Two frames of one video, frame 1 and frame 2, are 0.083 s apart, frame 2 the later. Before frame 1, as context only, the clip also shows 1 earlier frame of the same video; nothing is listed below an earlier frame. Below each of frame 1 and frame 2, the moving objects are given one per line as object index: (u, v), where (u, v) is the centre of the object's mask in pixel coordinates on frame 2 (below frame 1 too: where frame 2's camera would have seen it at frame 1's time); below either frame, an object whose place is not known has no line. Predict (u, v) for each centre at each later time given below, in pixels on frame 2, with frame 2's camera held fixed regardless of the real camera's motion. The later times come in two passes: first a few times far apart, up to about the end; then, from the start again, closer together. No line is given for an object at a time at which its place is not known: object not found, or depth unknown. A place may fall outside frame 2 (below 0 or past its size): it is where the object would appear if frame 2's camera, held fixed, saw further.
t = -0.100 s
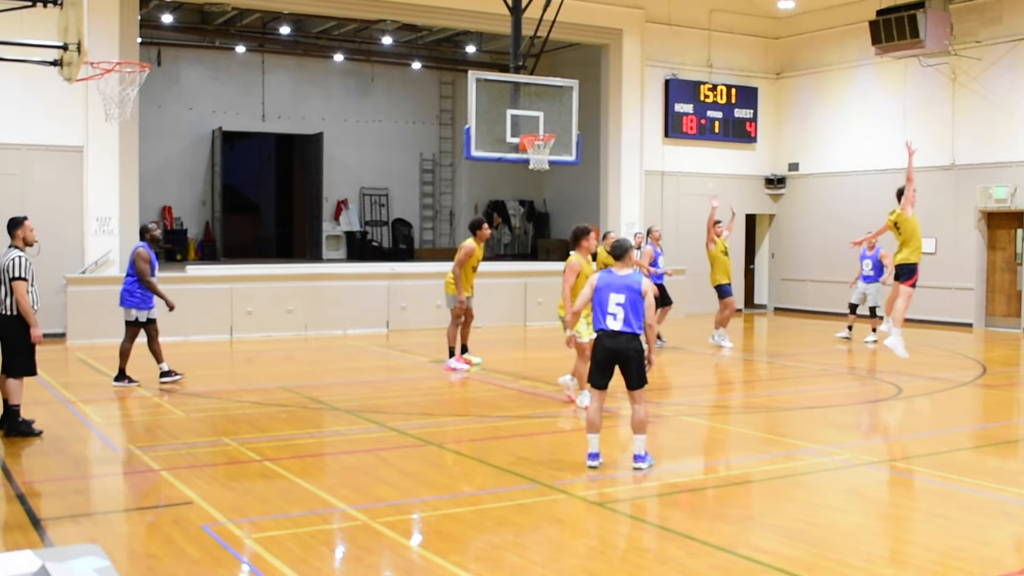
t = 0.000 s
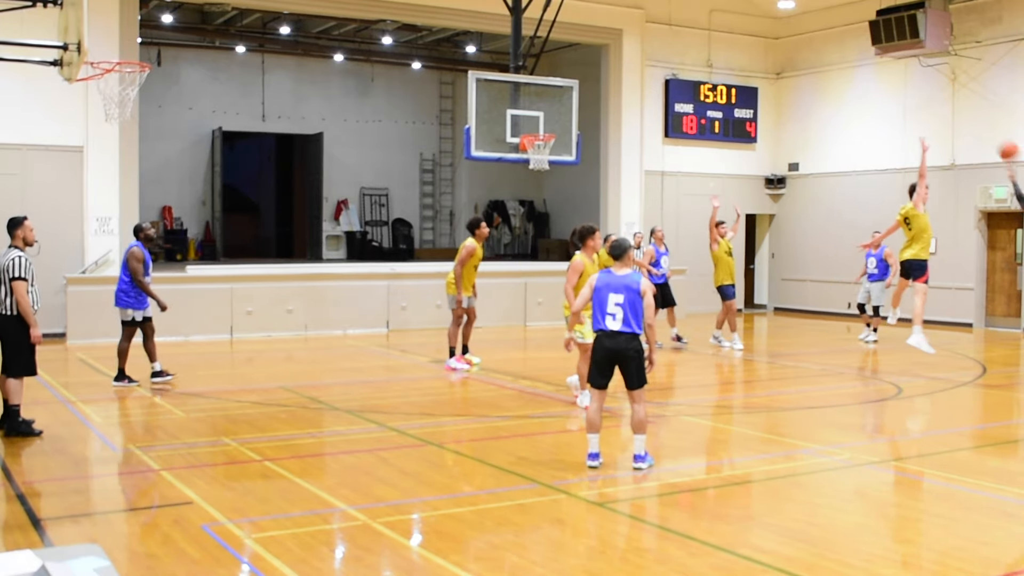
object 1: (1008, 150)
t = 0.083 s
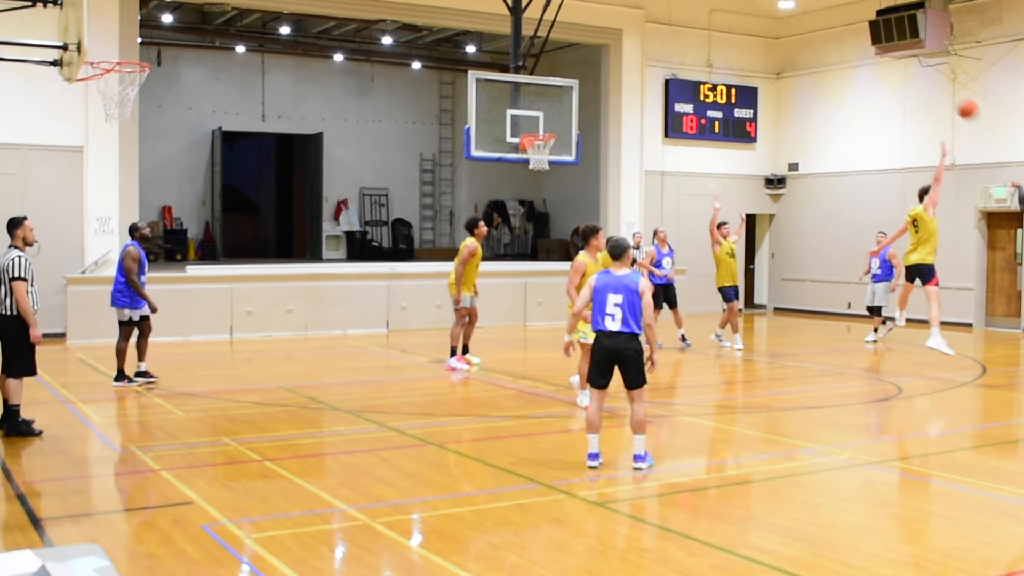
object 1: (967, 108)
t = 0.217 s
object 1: (903, 56)
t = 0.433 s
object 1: (810, 9)
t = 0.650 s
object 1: (724, 5)
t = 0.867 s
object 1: (645, 29)
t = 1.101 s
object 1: (569, 92)
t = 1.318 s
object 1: (547, 162)
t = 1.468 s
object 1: (569, 196)
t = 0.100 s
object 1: (959, 101)
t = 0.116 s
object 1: (951, 94)
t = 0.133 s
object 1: (943, 87)
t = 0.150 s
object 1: (935, 80)
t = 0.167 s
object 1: (927, 74)
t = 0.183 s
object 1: (919, 68)
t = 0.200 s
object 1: (911, 63)
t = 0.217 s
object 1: (903, 56)
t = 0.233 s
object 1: (896, 51)
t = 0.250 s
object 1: (888, 46)
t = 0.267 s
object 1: (882, 42)
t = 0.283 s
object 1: (874, 38)
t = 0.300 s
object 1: (867, 33)
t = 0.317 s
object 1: (859, 29)
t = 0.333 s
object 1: (852, 26)
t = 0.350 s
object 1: (844, 22)
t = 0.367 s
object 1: (837, 19)
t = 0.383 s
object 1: (830, 16)
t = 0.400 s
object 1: (823, 14)
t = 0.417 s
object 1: (816, 11)
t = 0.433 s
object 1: (810, 9)
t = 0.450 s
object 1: (803, 8)
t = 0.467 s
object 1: (797, 8)
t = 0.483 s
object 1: (789, 7)
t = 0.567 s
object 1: (755, 4)
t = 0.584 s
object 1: (748, 4)
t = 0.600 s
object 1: (742, 4)
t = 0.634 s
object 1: (729, 4)
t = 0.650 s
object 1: (724, 5)
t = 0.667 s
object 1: (717, 5)
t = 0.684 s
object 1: (712, 6)
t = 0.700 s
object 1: (706, 6)
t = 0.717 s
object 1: (699, 7)
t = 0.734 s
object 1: (693, 8)
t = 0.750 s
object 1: (687, 10)
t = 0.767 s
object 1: (681, 12)
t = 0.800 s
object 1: (669, 17)
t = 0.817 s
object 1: (663, 19)
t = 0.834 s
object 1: (657, 22)
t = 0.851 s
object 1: (651, 25)
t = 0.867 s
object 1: (645, 29)
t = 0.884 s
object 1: (640, 32)
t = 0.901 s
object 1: (634, 35)
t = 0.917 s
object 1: (629, 39)
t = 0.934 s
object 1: (623, 43)
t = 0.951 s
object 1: (617, 47)
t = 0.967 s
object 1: (612, 51)
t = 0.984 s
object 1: (606, 56)
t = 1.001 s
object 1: (601, 60)
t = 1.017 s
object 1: (596, 65)
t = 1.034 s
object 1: (591, 70)
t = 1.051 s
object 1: (585, 75)
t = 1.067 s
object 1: (581, 79)
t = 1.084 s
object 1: (575, 85)
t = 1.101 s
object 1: (569, 92)
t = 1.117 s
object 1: (564, 97)
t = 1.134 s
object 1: (559, 102)
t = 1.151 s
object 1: (554, 108)
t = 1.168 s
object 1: (550, 114)
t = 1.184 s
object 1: (545, 120)
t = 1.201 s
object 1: (539, 127)
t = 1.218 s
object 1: (533, 132)
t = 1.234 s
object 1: (532, 137)
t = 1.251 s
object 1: (533, 144)
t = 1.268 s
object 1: (535, 146)
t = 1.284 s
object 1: (540, 153)
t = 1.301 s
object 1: (544, 159)
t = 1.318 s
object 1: (547, 162)
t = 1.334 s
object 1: (550, 165)
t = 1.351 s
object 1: (552, 168)
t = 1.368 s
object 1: (554, 171)
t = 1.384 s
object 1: (557, 174)
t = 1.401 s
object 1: (559, 178)
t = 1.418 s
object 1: (562, 183)
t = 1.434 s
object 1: (564, 187)
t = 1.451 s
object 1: (567, 191)
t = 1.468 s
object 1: (569, 196)
